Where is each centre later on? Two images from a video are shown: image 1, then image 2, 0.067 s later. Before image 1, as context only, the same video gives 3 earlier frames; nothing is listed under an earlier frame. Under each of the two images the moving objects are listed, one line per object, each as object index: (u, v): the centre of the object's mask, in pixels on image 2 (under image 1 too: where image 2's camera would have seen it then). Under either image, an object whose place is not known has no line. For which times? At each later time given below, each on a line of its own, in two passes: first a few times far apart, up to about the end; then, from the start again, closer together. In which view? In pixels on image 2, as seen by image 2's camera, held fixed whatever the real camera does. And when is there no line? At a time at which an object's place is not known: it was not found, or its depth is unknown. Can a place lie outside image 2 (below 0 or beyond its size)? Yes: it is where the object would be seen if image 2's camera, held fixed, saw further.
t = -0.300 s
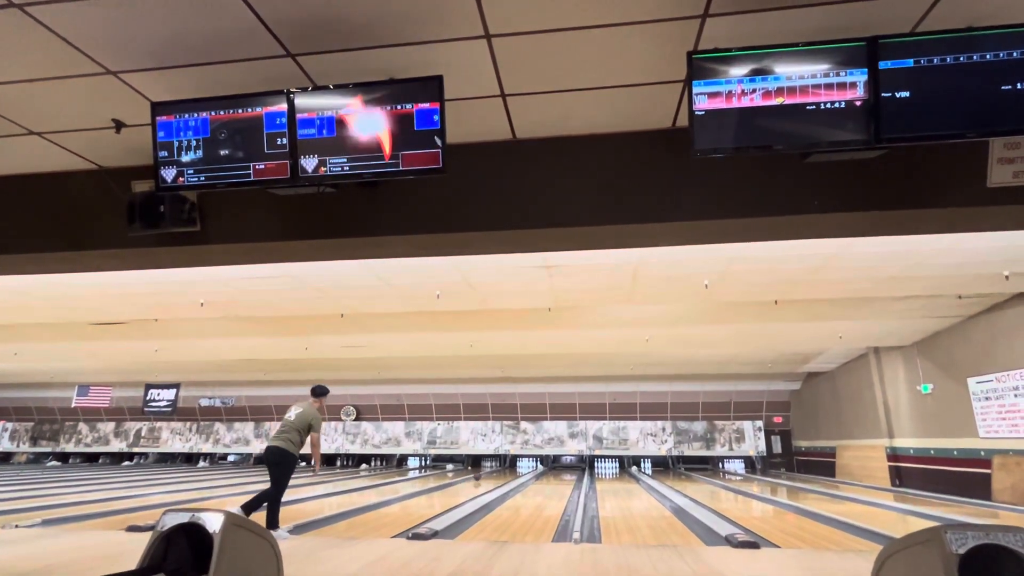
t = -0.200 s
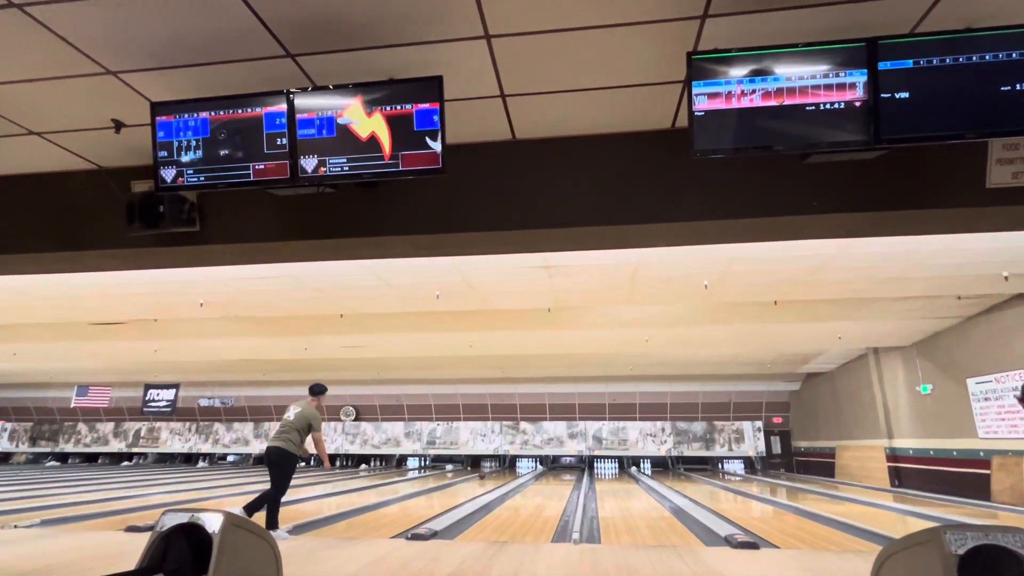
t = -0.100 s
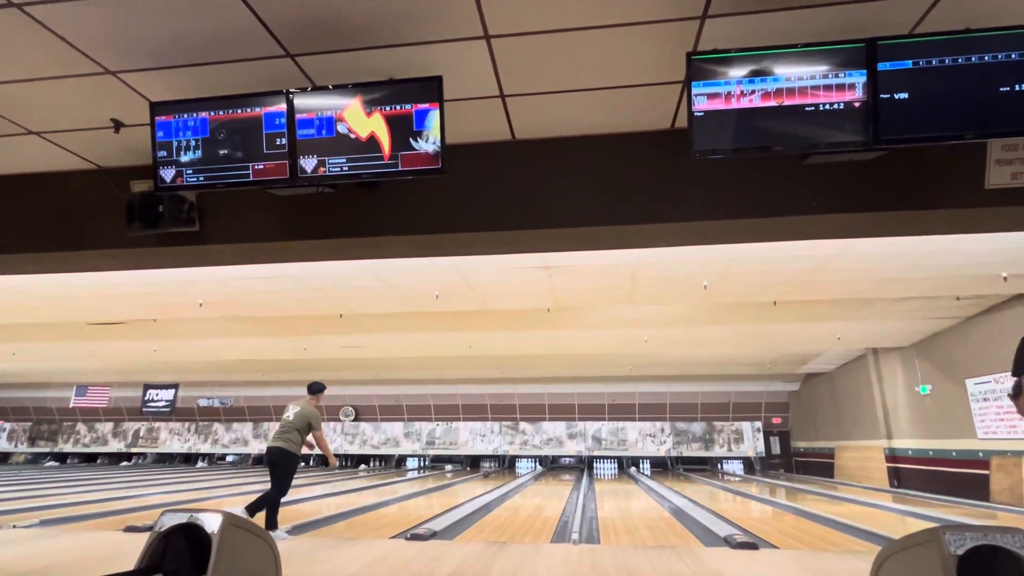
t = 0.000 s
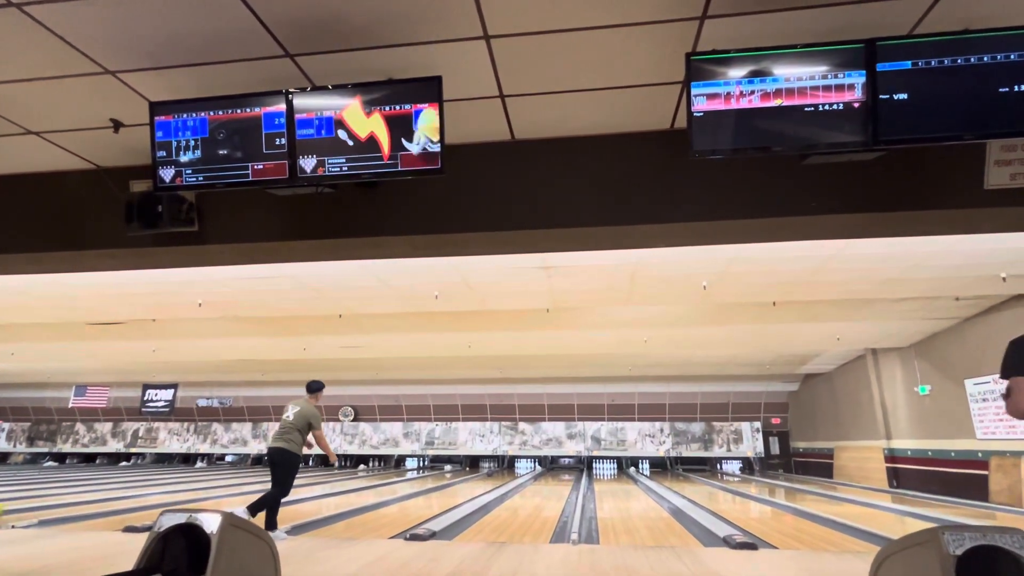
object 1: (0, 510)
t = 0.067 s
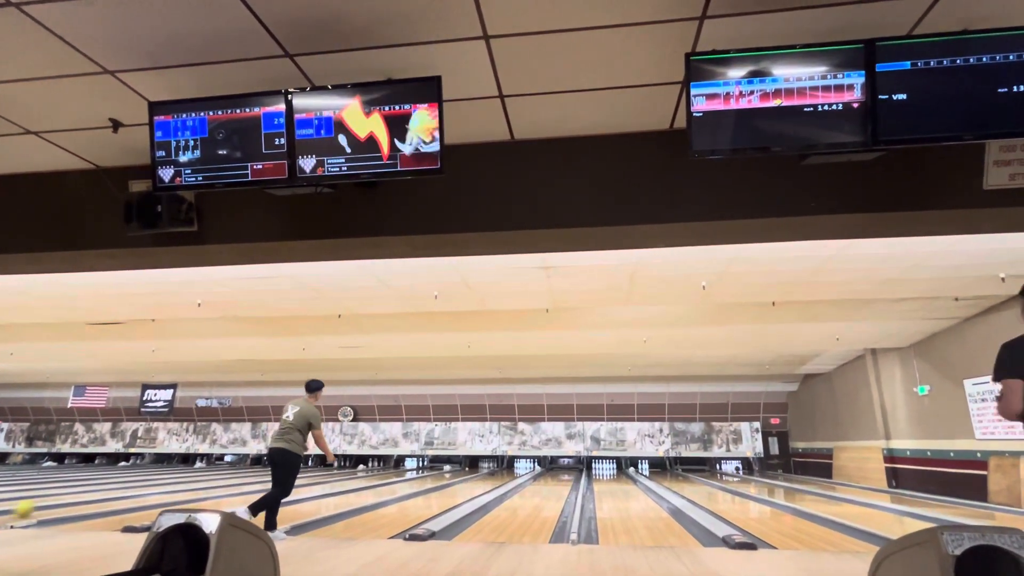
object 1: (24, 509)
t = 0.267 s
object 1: (101, 501)
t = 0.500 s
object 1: (170, 492)
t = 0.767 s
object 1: (226, 486)
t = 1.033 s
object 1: (269, 481)
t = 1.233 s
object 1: (293, 478)
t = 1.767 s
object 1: (347, 473)
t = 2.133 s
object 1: (372, 470)
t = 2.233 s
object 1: (379, 469)
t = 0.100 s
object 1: (38, 507)
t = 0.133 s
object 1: (52, 506)
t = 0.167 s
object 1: (66, 504)
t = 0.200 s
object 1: (78, 503)
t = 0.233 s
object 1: (90, 501)
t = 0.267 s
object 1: (101, 501)
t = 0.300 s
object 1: (113, 499)
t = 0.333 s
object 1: (124, 498)
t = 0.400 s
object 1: (144, 495)
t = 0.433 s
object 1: (153, 494)
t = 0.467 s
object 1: (162, 493)
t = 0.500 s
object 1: (170, 492)
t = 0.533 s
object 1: (178, 491)
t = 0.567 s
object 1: (186, 491)
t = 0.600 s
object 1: (193, 490)
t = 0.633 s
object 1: (200, 489)
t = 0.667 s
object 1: (207, 488)
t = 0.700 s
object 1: (214, 486)
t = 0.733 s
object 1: (220, 486)
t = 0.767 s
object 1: (226, 486)
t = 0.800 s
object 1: (232, 485)
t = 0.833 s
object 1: (238, 485)
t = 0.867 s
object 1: (243, 484)
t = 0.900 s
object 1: (249, 484)
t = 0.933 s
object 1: (254, 483)
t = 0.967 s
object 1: (259, 482)
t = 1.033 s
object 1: (269, 481)
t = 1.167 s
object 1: (287, 479)
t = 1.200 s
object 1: (290, 479)
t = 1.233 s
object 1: (293, 478)
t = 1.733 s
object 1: (344, 473)
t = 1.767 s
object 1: (347, 473)
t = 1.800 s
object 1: (350, 472)
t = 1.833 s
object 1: (352, 472)
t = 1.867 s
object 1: (355, 472)
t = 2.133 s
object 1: (372, 470)
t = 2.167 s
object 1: (375, 470)
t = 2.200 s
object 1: (377, 469)
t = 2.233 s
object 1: (379, 469)
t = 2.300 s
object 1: (383, 469)
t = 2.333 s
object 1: (384, 469)
